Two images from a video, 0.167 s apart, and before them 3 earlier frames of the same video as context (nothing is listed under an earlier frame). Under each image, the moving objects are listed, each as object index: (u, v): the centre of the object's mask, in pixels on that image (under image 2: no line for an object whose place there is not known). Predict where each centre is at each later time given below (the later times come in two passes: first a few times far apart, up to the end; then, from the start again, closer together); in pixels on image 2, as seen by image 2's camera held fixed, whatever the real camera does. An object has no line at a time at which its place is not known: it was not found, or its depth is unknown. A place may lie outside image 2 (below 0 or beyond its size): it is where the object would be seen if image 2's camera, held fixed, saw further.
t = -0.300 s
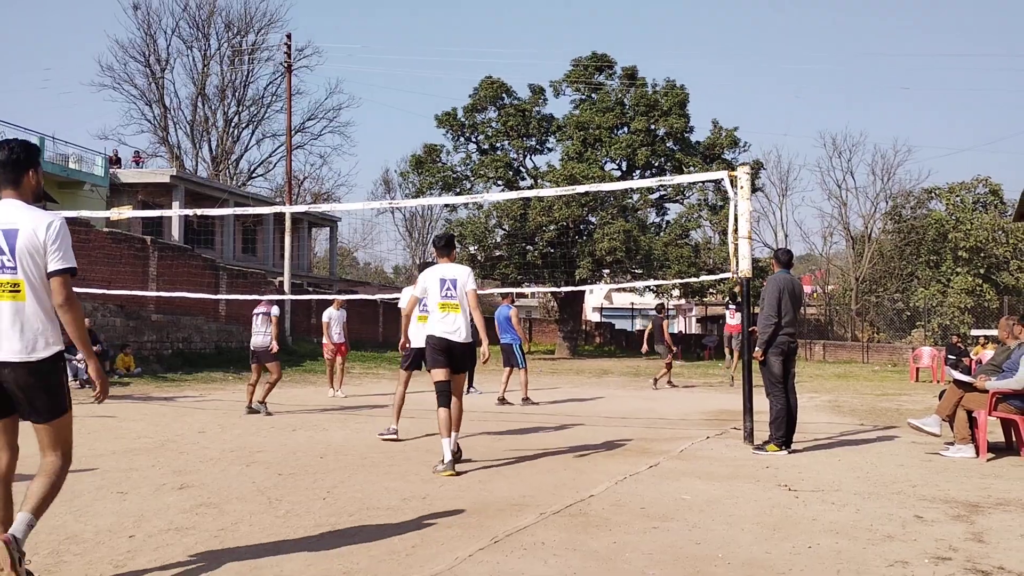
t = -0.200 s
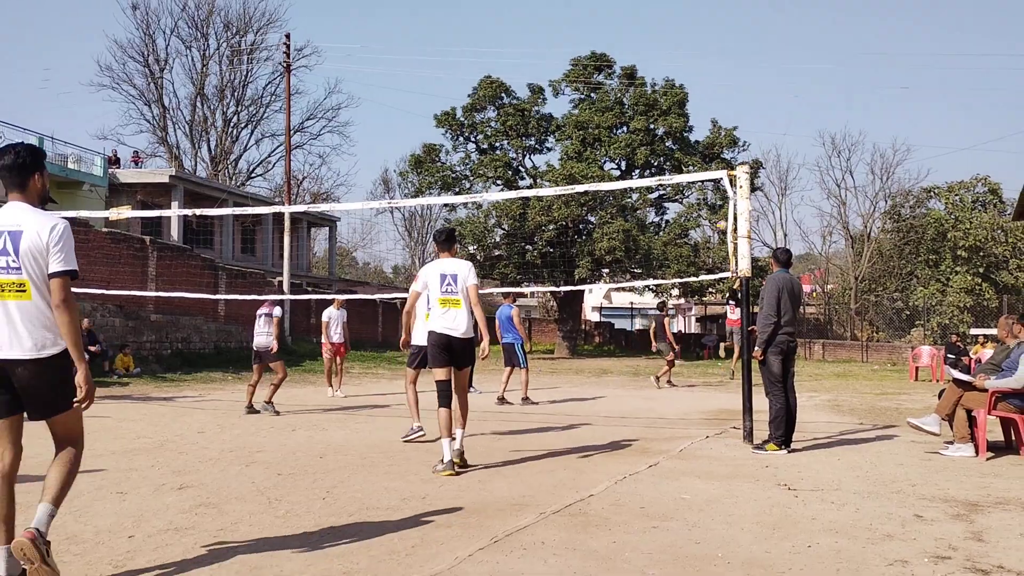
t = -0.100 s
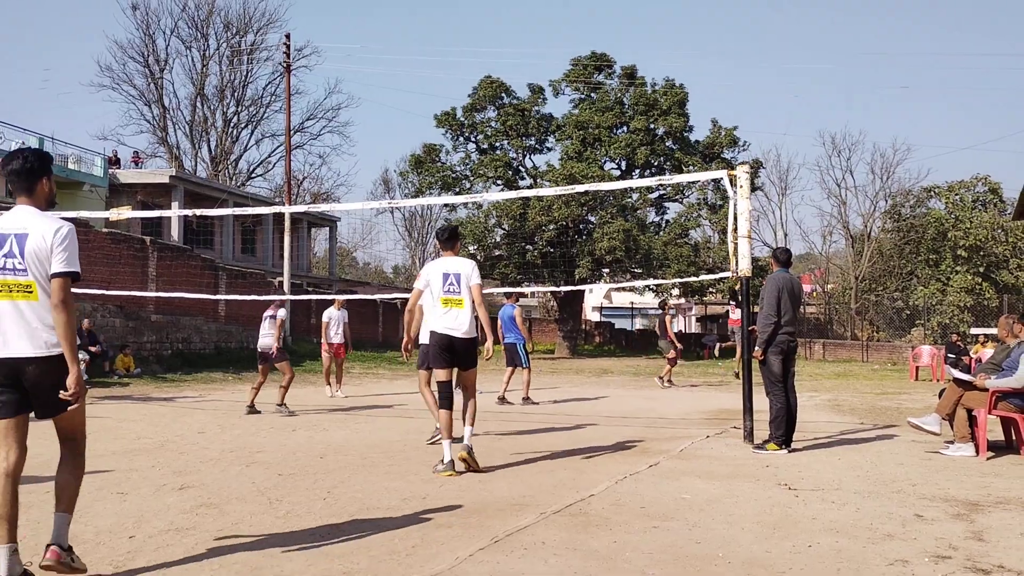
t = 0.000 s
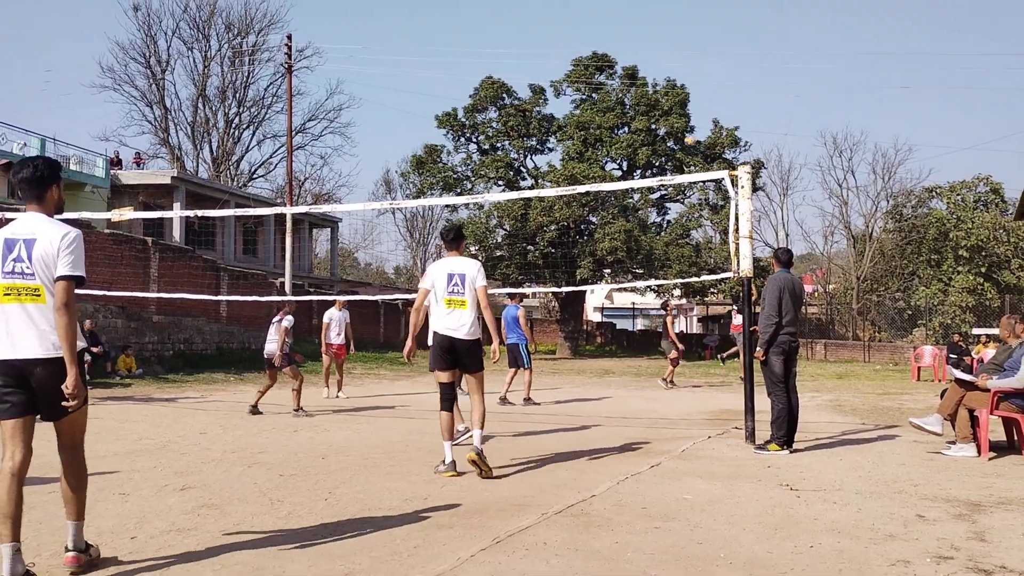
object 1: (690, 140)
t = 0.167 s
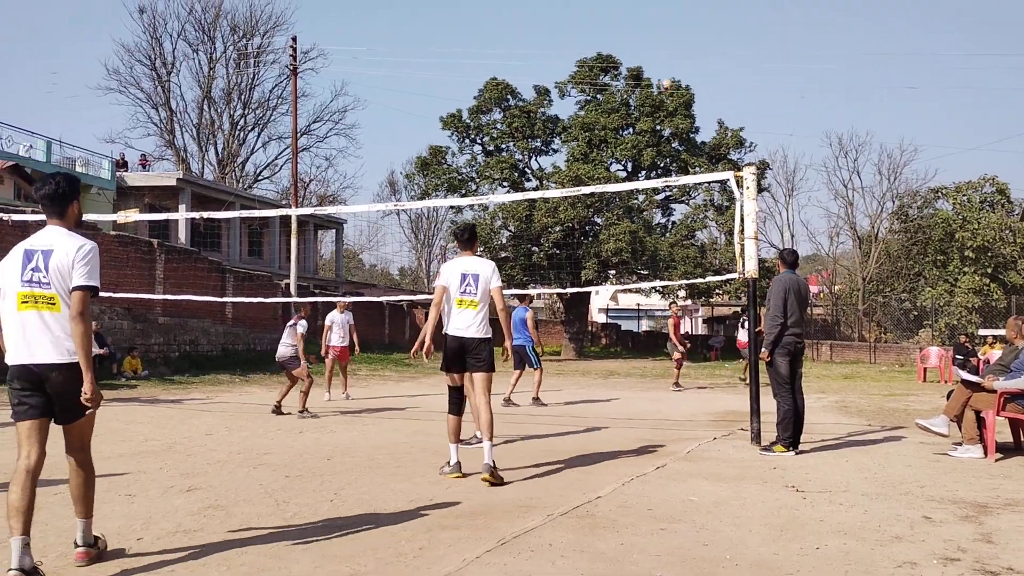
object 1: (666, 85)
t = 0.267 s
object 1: (648, 58)
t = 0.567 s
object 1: (594, 8)
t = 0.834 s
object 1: (542, 9)
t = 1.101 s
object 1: (489, 57)
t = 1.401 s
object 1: (427, 175)
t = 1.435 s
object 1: (420, 194)
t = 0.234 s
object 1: (654, 66)
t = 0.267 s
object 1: (648, 58)
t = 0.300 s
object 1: (642, 50)
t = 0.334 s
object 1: (636, 43)
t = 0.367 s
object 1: (631, 36)
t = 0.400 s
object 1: (624, 30)
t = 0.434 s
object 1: (618, 24)
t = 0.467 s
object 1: (612, 20)
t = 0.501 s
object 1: (606, 15)
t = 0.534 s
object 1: (600, 11)
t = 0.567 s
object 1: (594, 8)
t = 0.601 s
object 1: (587, 6)
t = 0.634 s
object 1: (581, 5)
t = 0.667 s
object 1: (574, 5)
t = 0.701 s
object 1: (568, 4)
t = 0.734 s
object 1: (562, 5)
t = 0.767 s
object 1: (555, 5)
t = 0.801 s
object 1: (548, 6)
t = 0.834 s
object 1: (542, 9)
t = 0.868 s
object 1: (536, 12)
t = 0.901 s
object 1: (529, 16)
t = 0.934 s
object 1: (522, 21)
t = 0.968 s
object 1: (516, 26)
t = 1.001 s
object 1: (509, 32)
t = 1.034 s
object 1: (502, 40)
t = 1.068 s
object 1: (495, 48)
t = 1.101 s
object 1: (489, 57)
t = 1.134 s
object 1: (482, 66)
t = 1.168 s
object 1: (475, 77)
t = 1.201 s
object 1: (468, 88)
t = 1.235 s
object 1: (461, 101)
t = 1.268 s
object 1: (455, 114)
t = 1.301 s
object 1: (448, 128)
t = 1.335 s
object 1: (442, 143)
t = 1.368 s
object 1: (434, 159)
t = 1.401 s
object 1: (427, 175)
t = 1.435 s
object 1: (420, 194)
